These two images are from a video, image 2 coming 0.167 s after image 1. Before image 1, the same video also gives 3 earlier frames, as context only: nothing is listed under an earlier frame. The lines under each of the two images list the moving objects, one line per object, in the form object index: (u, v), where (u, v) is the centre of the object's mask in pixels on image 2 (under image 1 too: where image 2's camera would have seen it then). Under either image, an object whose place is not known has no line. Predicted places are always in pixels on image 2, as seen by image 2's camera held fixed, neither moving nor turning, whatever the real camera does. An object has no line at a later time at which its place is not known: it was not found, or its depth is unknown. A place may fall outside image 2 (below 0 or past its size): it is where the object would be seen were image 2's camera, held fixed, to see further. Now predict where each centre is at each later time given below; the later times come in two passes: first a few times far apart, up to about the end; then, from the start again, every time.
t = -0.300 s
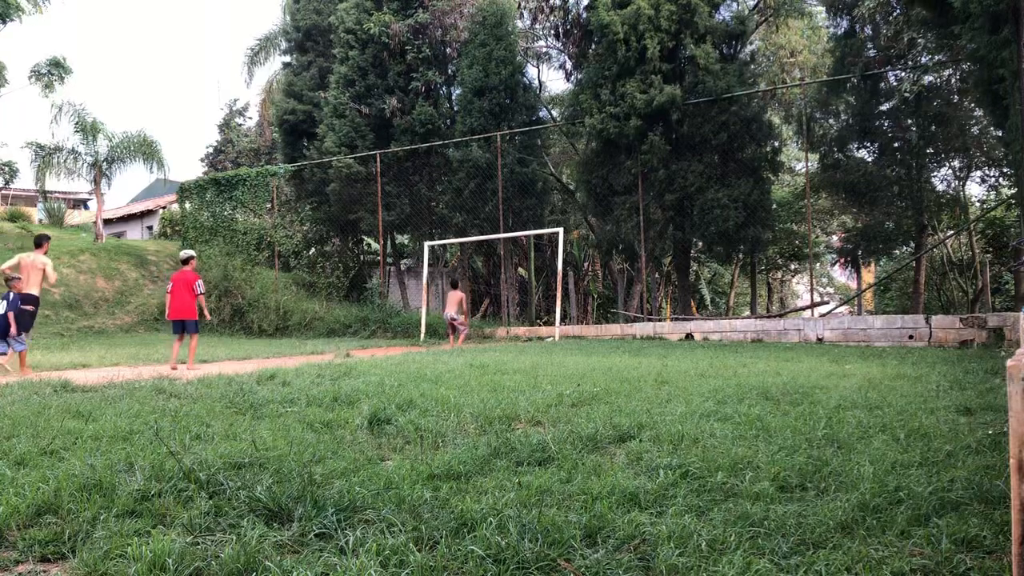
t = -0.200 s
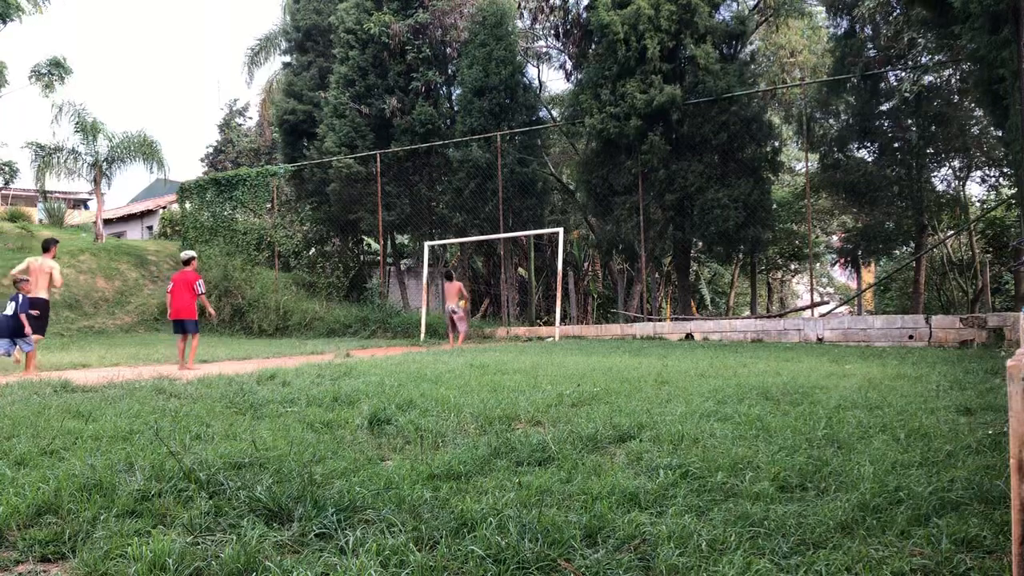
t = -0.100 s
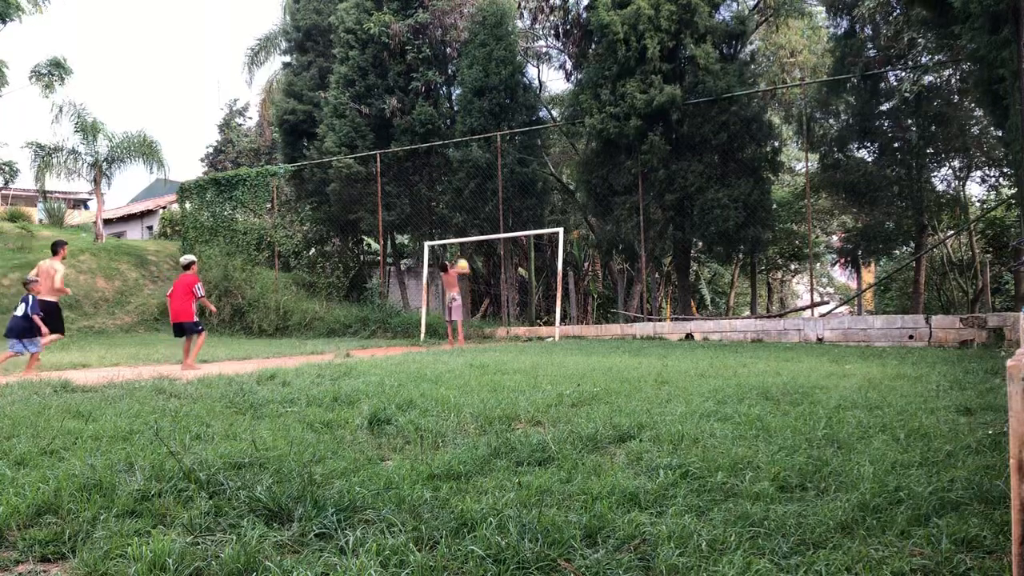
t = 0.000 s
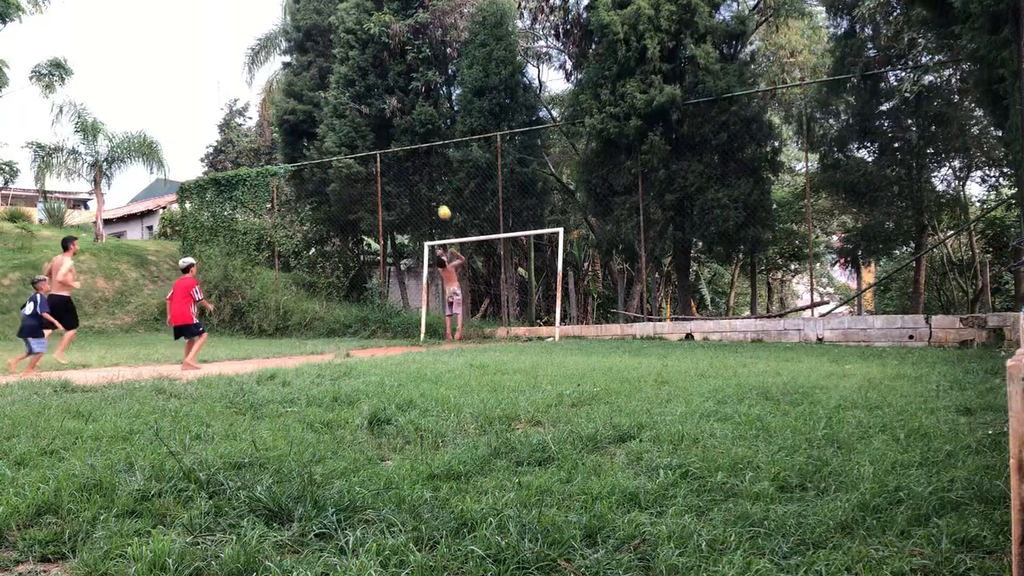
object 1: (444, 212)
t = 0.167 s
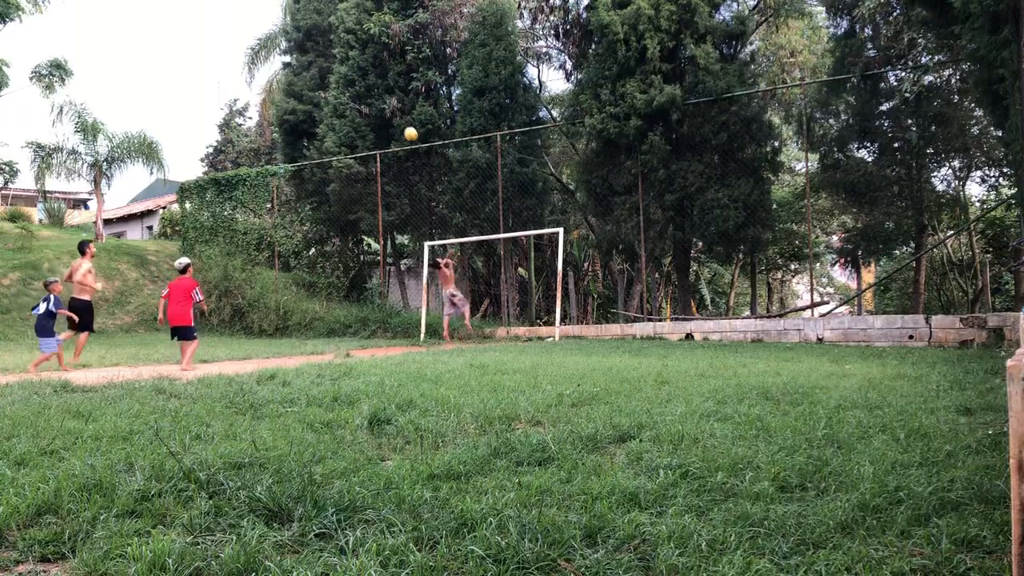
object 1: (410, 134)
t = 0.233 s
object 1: (397, 106)
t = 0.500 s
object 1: (340, 12)
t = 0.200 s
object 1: (404, 120)
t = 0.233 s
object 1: (397, 106)
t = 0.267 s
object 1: (390, 92)
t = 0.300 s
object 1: (383, 79)
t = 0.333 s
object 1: (376, 67)
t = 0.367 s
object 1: (369, 55)
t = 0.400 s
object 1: (362, 43)
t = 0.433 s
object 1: (355, 32)
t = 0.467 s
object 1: (347, 22)
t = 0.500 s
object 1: (340, 12)
